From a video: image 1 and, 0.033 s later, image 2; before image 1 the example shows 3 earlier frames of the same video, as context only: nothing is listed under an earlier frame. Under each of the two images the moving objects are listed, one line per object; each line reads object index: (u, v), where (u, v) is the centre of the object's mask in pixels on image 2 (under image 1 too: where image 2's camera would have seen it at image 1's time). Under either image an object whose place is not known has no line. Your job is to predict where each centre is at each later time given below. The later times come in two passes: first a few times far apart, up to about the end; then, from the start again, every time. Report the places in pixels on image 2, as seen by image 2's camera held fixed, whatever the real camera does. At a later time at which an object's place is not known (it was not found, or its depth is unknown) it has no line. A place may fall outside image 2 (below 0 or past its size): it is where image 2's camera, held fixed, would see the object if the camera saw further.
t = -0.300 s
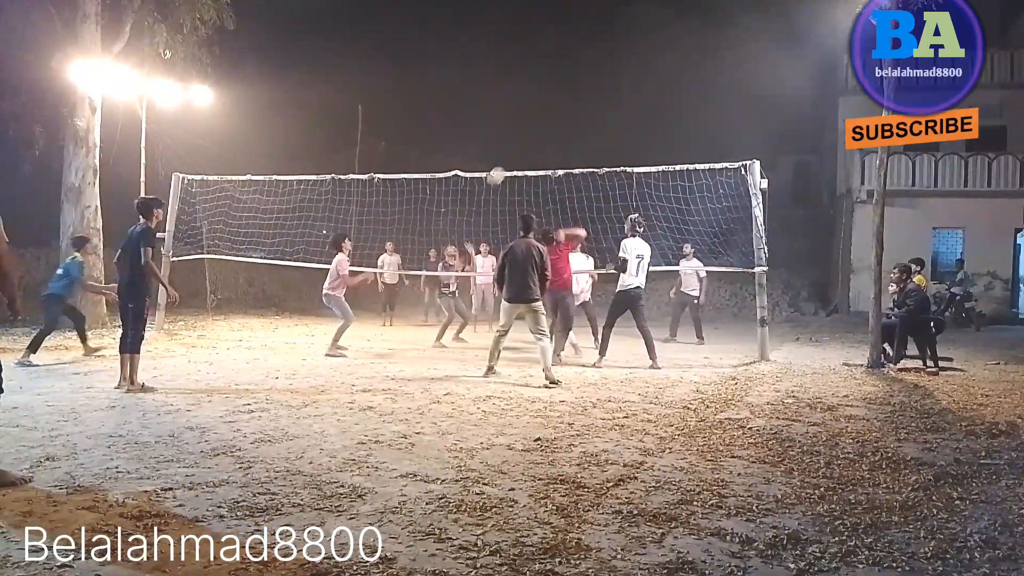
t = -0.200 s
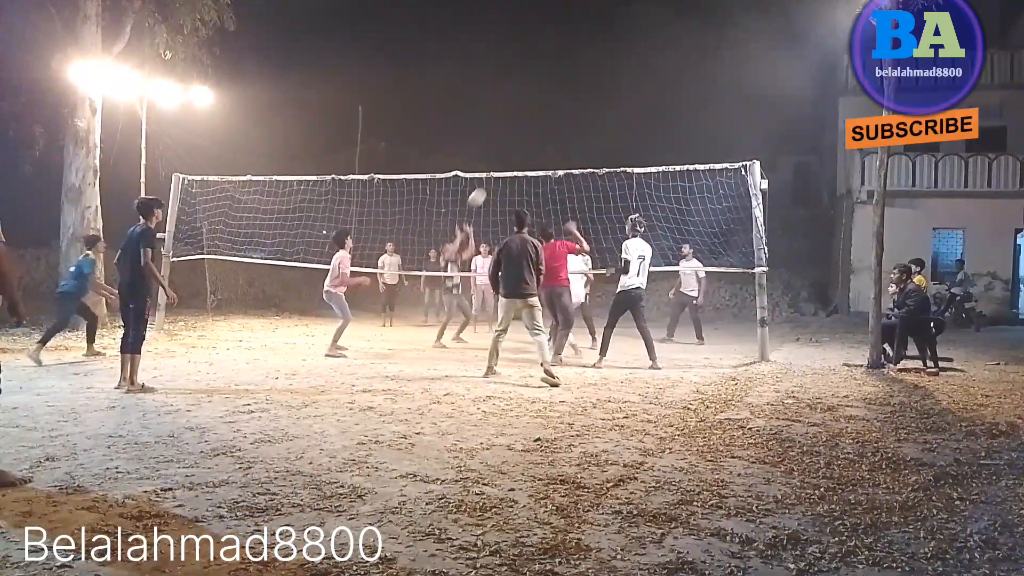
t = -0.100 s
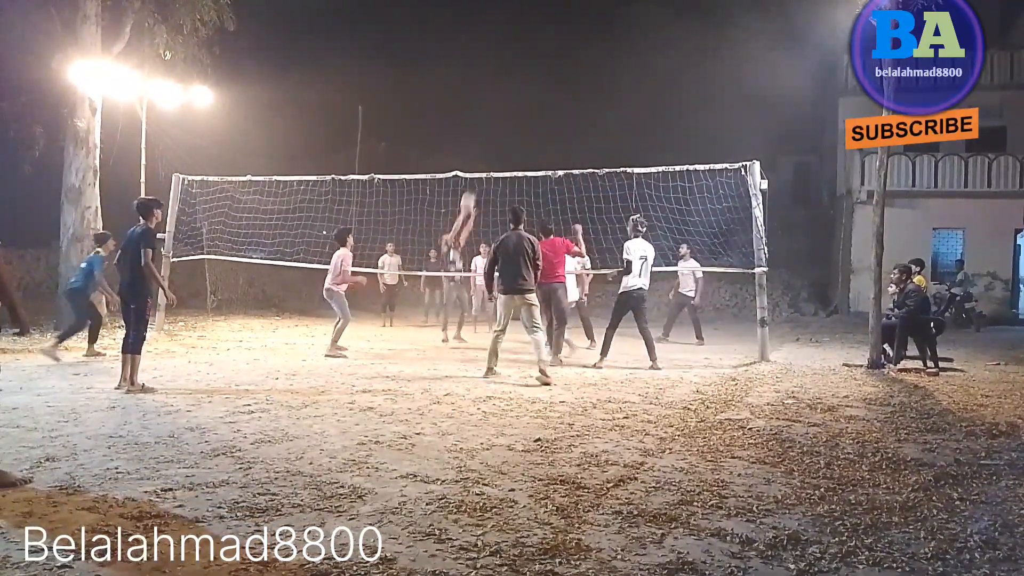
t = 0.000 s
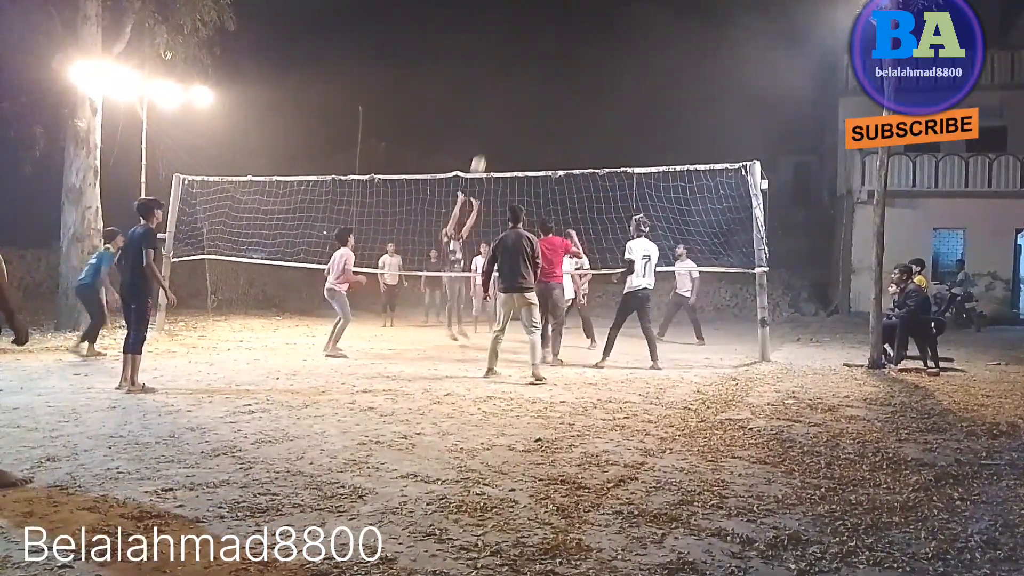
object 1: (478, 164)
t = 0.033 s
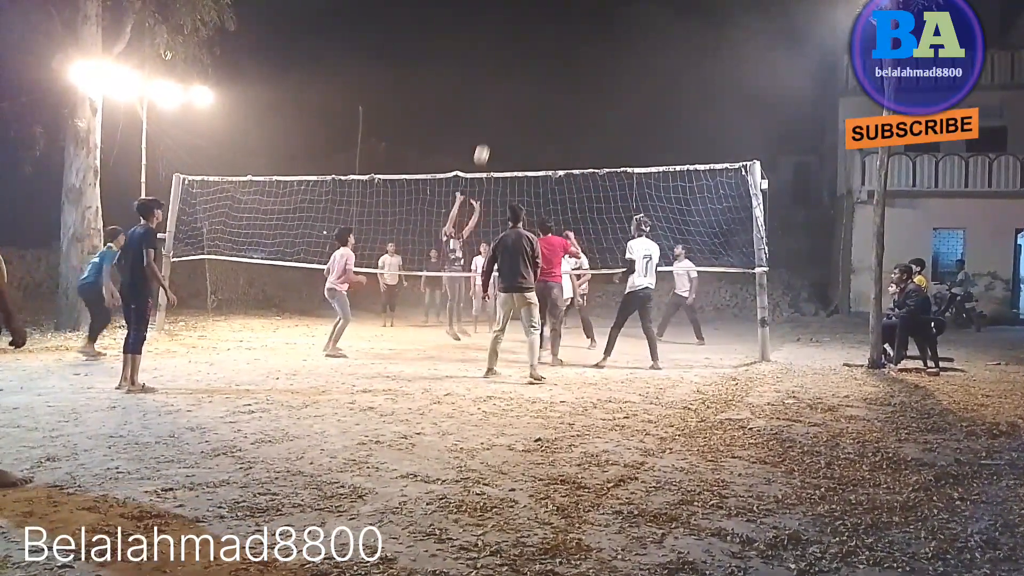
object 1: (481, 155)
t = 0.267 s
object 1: (504, 98)
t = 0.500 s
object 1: (526, 75)
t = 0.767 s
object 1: (549, 93)
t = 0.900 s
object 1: (561, 121)
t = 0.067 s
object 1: (485, 144)
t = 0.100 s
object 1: (488, 135)
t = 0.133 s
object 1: (491, 126)
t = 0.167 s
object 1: (494, 118)
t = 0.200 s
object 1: (498, 110)
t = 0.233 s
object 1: (501, 104)
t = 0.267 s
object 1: (504, 98)
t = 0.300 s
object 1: (507, 92)
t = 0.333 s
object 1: (511, 88)
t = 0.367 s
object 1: (513, 84)
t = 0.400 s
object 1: (517, 81)
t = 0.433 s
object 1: (520, 78)
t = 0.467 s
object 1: (523, 76)
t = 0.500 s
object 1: (526, 75)
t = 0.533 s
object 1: (529, 75)
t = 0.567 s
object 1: (532, 75)
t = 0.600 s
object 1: (535, 76)
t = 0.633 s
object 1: (538, 78)
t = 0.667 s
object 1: (541, 81)
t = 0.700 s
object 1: (543, 84)
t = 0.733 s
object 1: (546, 88)
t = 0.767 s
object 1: (549, 93)
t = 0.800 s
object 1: (552, 99)
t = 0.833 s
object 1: (555, 106)
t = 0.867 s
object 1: (558, 113)
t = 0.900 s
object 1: (561, 121)
